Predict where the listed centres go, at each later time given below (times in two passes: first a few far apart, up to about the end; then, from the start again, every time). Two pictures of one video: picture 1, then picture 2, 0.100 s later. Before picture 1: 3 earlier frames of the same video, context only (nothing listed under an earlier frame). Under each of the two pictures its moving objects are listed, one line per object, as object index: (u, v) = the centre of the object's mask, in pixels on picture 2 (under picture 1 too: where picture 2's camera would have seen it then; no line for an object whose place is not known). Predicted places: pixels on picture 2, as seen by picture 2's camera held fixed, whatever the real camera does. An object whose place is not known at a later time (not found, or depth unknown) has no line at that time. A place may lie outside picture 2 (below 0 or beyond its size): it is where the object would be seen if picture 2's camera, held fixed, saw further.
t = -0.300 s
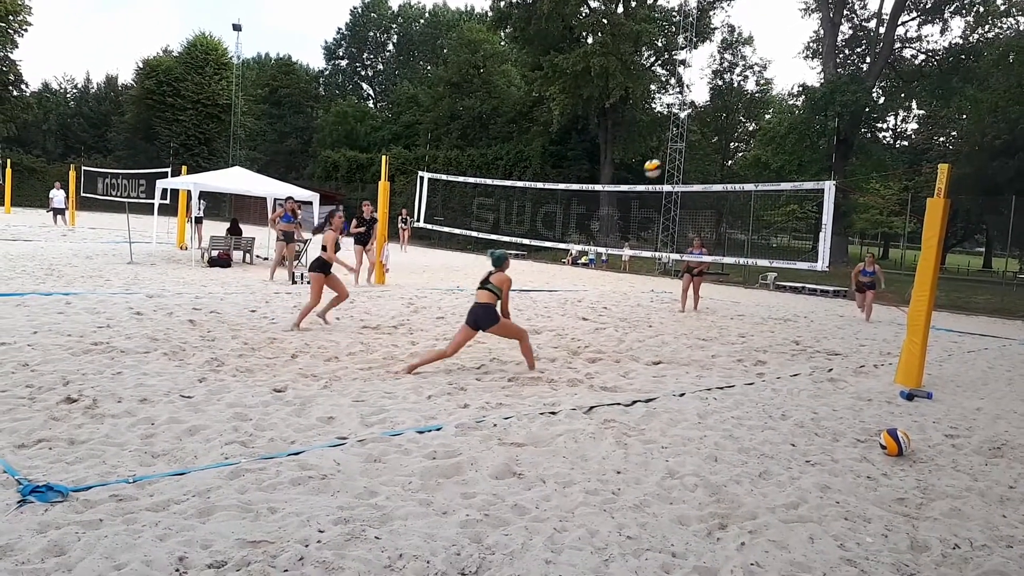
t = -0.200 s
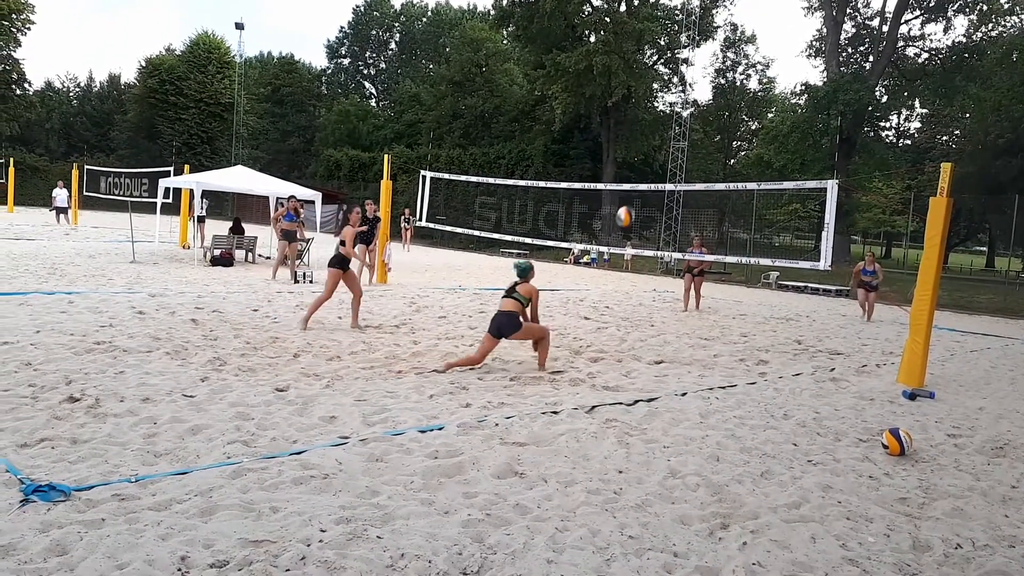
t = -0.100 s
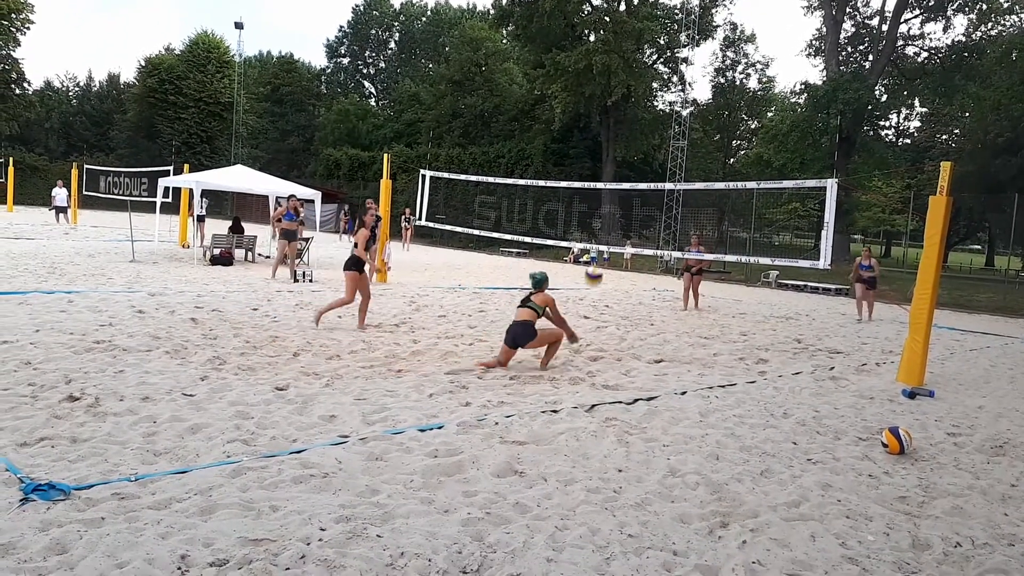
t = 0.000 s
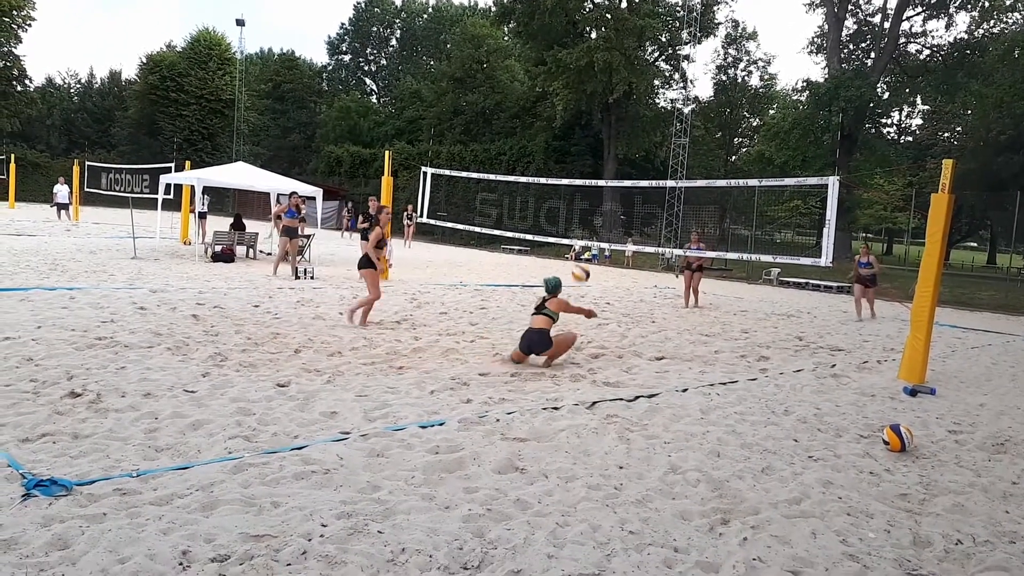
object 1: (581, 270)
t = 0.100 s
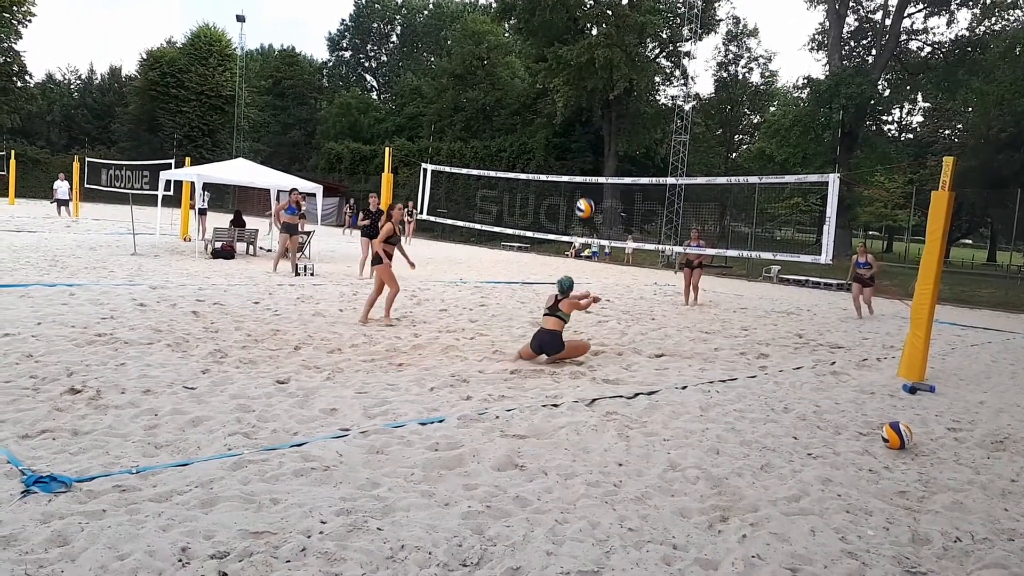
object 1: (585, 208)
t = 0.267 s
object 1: (589, 127)
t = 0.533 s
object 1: (591, 53)
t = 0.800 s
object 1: (587, 41)
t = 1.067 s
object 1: (580, 82)
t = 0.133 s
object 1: (586, 189)
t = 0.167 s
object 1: (587, 171)
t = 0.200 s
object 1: (588, 156)
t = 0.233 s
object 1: (588, 140)
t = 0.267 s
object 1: (589, 127)
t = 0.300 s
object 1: (590, 114)
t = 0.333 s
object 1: (590, 102)
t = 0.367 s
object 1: (591, 91)
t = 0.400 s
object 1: (591, 81)
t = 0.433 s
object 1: (591, 73)
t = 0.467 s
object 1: (591, 65)
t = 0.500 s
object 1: (591, 59)
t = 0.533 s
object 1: (591, 53)
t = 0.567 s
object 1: (591, 48)
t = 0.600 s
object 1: (591, 45)
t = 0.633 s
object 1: (590, 41)
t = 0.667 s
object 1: (590, 39)
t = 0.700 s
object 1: (589, 39)
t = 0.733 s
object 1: (589, 39)
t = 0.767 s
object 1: (589, 39)
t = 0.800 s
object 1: (587, 41)
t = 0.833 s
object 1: (586, 44)
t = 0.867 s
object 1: (585, 47)
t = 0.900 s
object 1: (584, 51)
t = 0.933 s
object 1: (584, 55)
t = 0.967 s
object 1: (583, 61)
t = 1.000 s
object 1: (583, 67)
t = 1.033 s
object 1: (582, 75)
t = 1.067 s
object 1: (580, 82)
